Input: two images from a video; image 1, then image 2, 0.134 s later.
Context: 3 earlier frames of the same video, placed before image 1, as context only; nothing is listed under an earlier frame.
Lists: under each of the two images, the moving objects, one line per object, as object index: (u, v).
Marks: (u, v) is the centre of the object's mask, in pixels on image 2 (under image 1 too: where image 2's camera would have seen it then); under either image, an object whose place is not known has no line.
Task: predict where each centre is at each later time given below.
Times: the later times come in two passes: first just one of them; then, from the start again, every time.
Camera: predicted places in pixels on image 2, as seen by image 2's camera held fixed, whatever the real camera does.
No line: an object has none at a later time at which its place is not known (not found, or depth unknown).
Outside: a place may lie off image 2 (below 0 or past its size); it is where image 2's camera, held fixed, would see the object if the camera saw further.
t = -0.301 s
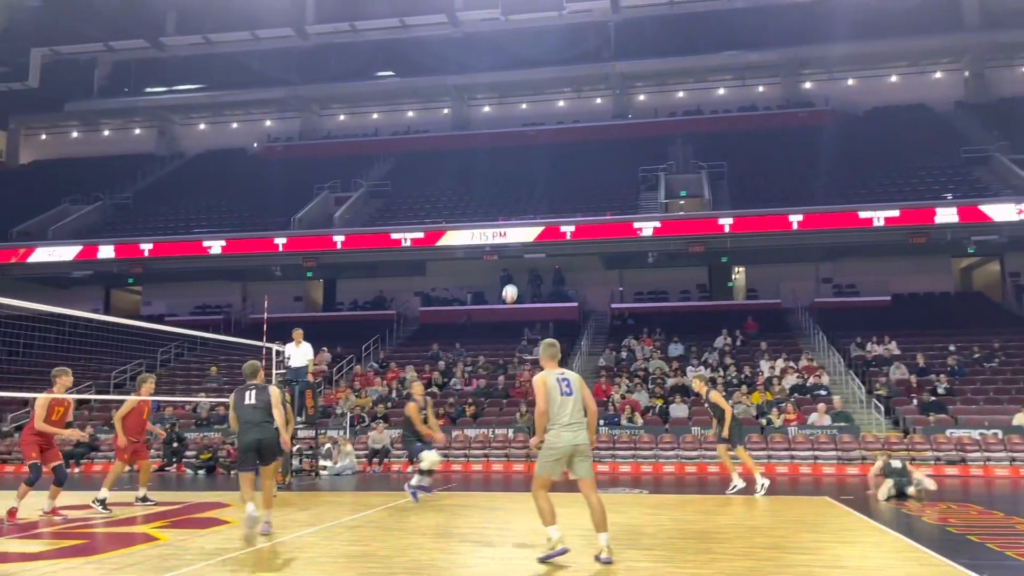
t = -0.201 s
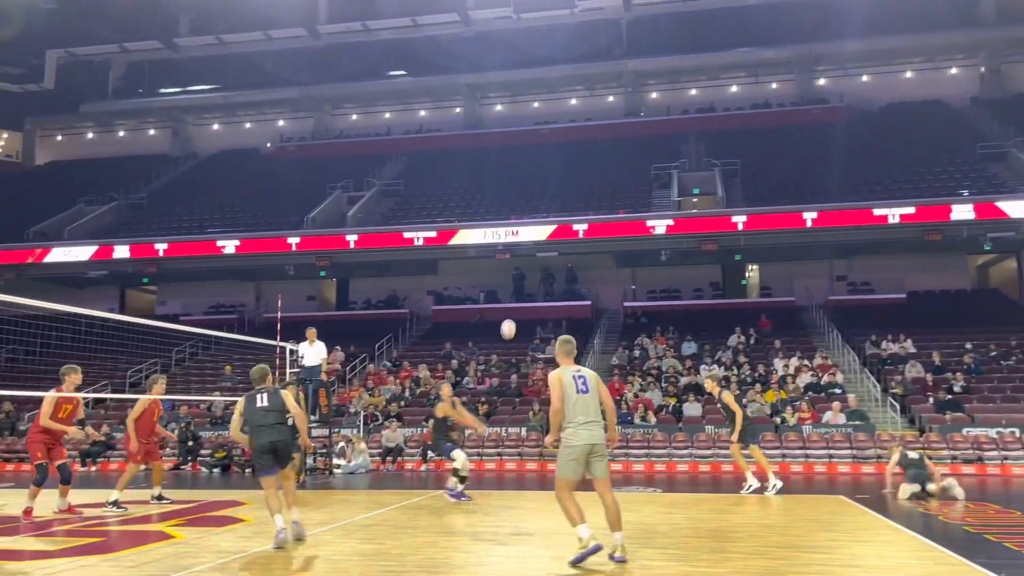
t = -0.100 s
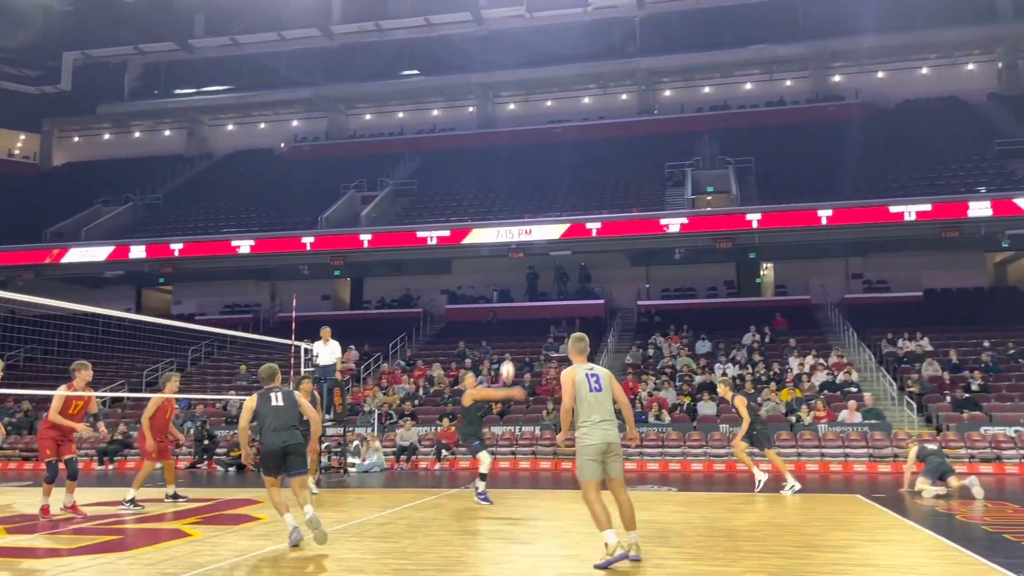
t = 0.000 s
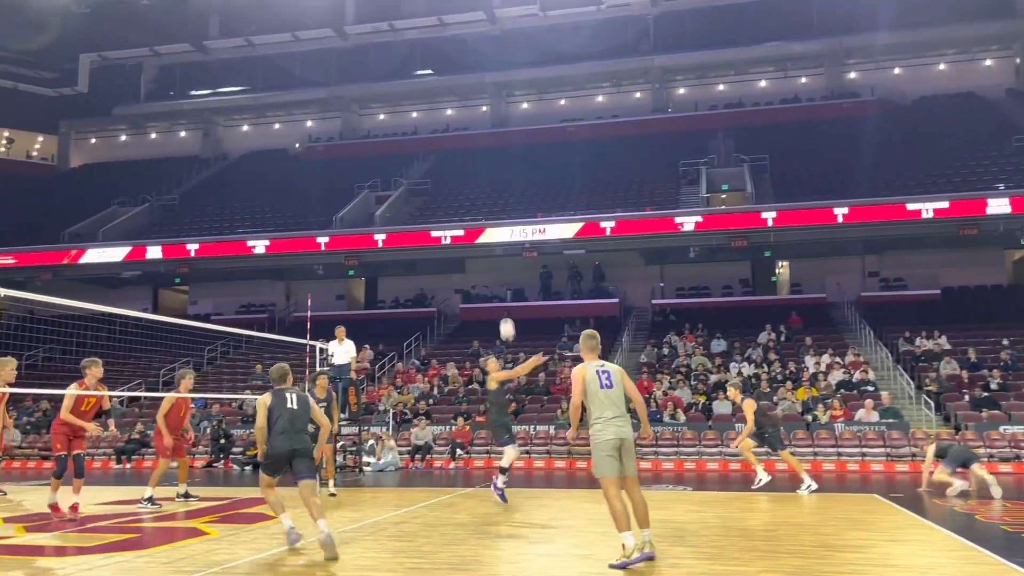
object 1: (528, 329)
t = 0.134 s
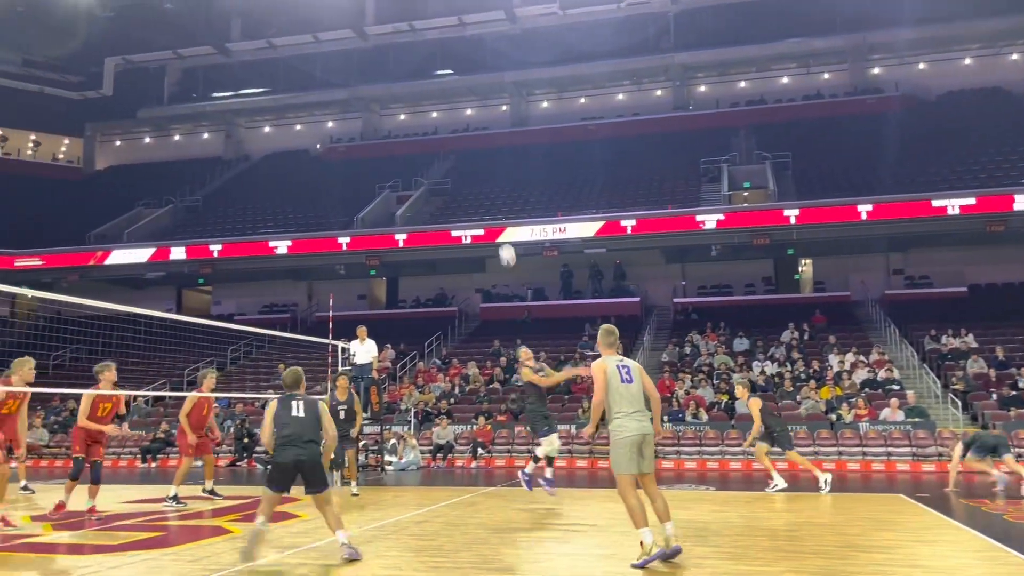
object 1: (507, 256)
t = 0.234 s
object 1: (490, 207)
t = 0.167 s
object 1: (502, 238)
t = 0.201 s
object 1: (495, 221)
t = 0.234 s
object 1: (490, 207)
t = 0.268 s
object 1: (484, 191)
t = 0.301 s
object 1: (478, 177)
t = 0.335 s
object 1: (472, 163)
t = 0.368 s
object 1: (466, 149)
